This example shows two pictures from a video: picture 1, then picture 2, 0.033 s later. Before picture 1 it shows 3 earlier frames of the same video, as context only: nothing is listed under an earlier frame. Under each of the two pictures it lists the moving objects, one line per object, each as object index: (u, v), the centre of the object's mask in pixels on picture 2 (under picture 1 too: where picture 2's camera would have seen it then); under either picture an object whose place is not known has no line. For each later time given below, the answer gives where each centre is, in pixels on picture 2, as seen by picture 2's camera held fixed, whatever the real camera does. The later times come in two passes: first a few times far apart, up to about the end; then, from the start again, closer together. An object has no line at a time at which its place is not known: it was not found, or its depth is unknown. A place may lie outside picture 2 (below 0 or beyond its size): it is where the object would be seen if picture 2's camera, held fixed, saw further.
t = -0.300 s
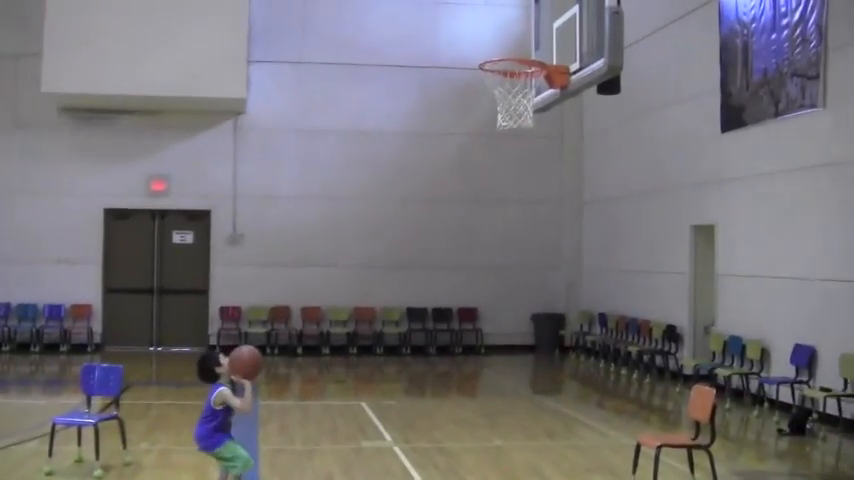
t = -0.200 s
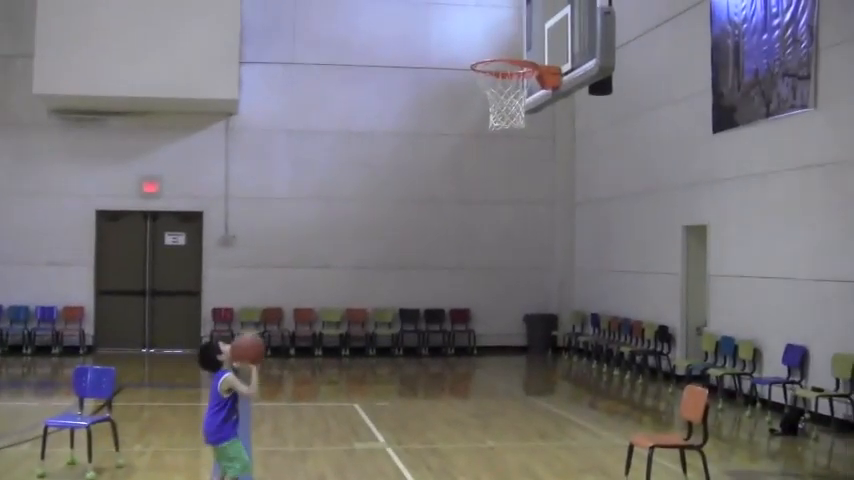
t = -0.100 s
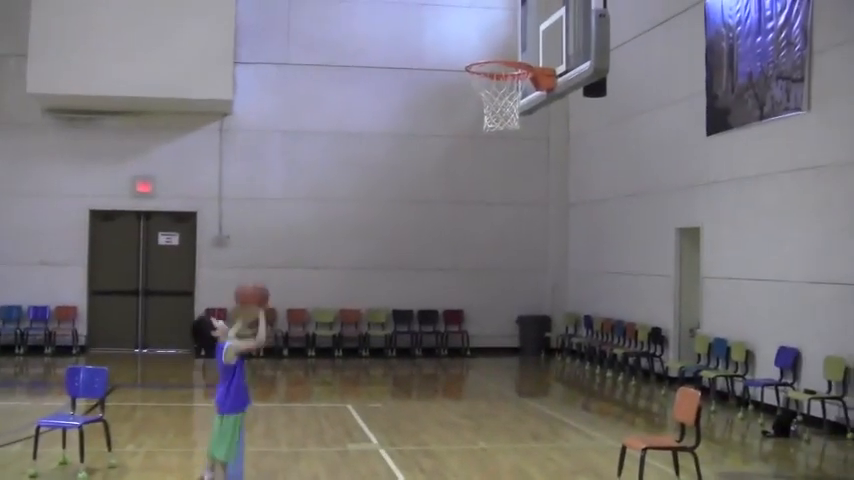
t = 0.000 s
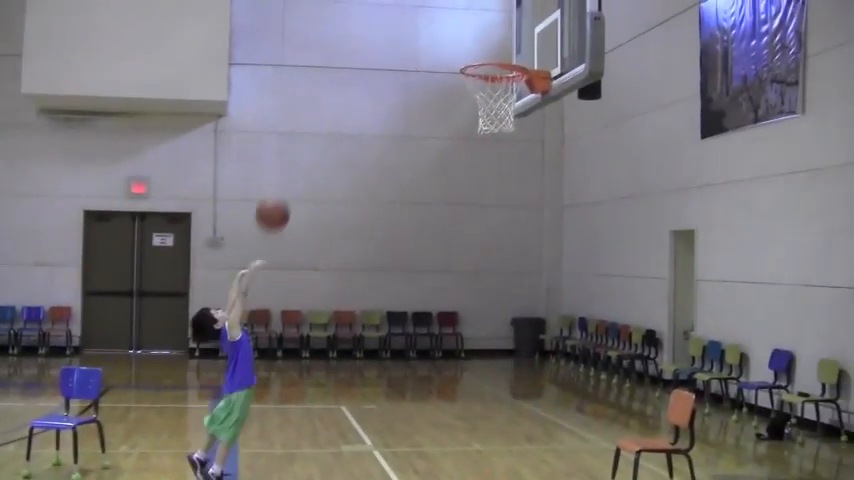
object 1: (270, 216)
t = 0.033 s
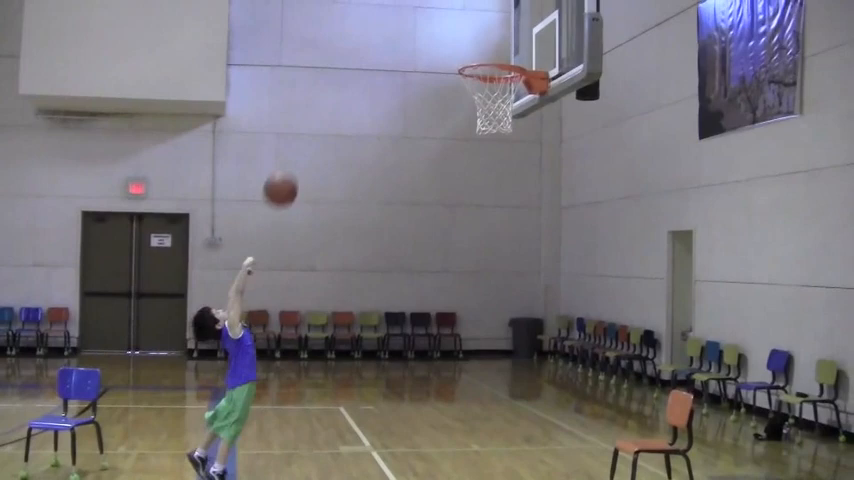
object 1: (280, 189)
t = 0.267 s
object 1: (343, 64)
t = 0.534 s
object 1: (409, 18)
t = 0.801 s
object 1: (466, 51)
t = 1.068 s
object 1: (504, 85)
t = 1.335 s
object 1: (514, 162)
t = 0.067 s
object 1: (289, 167)
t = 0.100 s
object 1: (299, 146)
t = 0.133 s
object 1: (309, 125)
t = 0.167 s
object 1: (317, 108)
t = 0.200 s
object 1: (326, 91)
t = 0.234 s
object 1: (334, 76)
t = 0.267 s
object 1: (343, 64)
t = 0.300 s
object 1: (352, 52)
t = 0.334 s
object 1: (360, 43)
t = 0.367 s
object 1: (369, 35)
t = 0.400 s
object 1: (377, 29)
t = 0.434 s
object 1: (385, 23)
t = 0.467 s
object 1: (393, 20)
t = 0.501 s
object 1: (401, 18)
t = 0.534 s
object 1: (409, 18)
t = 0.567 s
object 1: (417, 19)
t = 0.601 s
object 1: (425, 21)
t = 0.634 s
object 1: (433, 25)
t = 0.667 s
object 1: (440, 31)
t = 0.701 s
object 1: (447, 39)
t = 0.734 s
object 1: (455, 47)
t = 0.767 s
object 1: (461, 53)
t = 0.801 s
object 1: (466, 51)
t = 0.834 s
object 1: (471, 50)
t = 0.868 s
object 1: (476, 50)
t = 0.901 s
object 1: (481, 51)
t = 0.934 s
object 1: (486, 53)
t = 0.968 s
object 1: (492, 55)
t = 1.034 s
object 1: (500, 81)
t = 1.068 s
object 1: (504, 85)
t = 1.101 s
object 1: (511, 93)
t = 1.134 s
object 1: (513, 102)
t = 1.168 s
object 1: (514, 112)
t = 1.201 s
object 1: (514, 125)
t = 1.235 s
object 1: (514, 129)
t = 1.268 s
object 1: (514, 138)
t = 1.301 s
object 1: (515, 149)
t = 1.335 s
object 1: (514, 162)
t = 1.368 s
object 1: (514, 175)
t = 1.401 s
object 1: (514, 191)
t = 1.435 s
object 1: (514, 207)
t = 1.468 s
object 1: (513, 226)
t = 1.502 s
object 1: (514, 245)
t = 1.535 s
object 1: (514, 266)
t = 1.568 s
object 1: (514, 289)
